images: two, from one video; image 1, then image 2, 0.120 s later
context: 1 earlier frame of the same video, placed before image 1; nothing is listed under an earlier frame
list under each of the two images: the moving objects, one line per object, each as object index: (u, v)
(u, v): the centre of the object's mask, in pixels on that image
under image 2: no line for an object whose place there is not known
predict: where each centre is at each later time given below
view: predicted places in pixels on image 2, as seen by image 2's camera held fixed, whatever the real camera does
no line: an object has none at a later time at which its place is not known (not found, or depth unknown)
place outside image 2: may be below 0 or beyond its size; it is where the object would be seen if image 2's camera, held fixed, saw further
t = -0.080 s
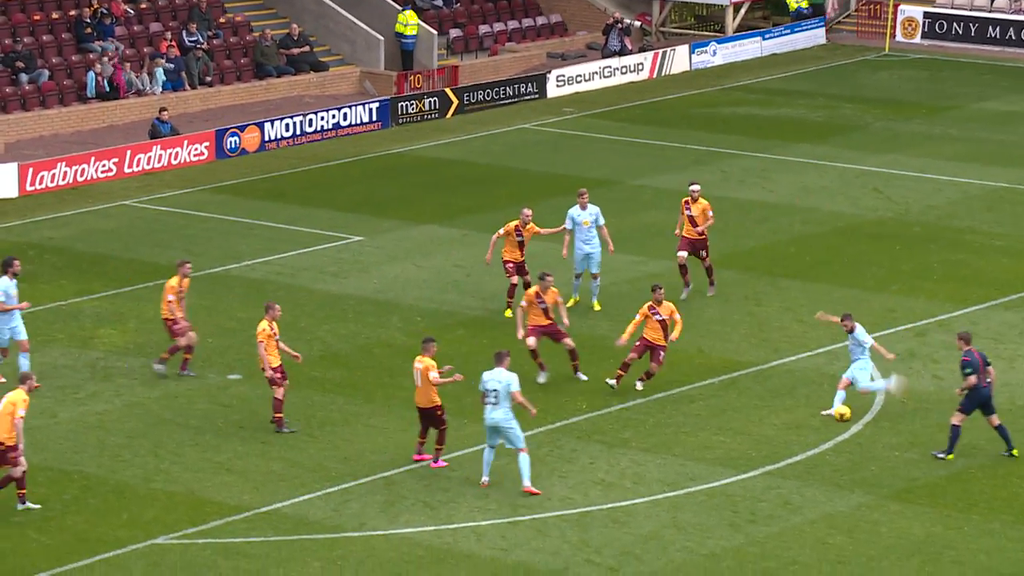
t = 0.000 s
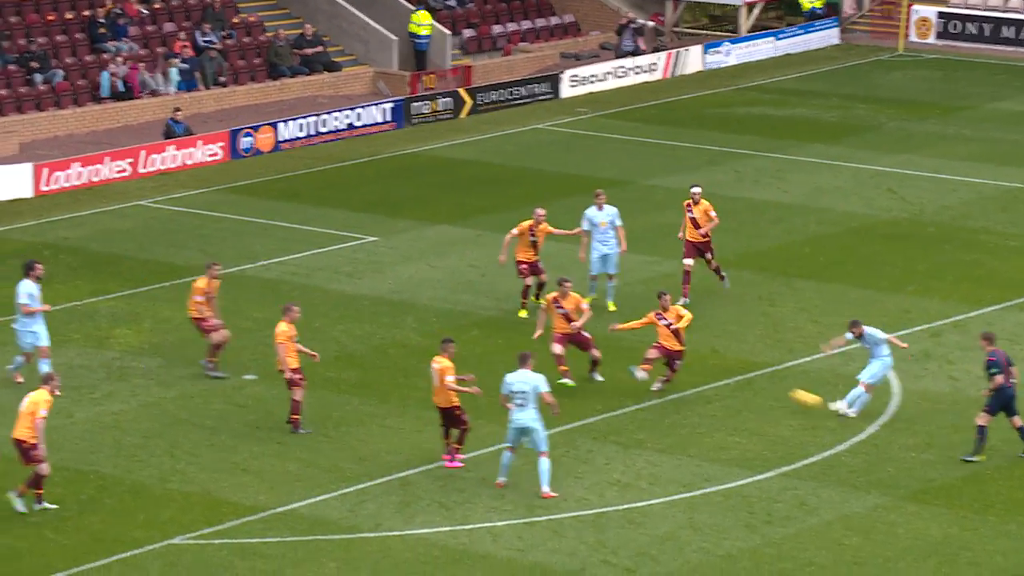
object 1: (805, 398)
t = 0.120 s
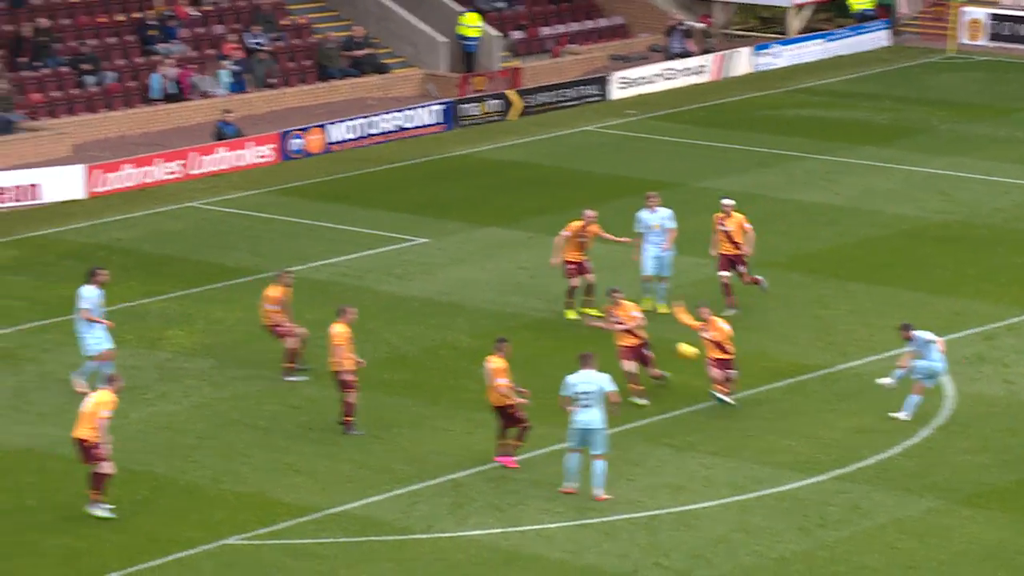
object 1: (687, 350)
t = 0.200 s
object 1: (584, 323)
